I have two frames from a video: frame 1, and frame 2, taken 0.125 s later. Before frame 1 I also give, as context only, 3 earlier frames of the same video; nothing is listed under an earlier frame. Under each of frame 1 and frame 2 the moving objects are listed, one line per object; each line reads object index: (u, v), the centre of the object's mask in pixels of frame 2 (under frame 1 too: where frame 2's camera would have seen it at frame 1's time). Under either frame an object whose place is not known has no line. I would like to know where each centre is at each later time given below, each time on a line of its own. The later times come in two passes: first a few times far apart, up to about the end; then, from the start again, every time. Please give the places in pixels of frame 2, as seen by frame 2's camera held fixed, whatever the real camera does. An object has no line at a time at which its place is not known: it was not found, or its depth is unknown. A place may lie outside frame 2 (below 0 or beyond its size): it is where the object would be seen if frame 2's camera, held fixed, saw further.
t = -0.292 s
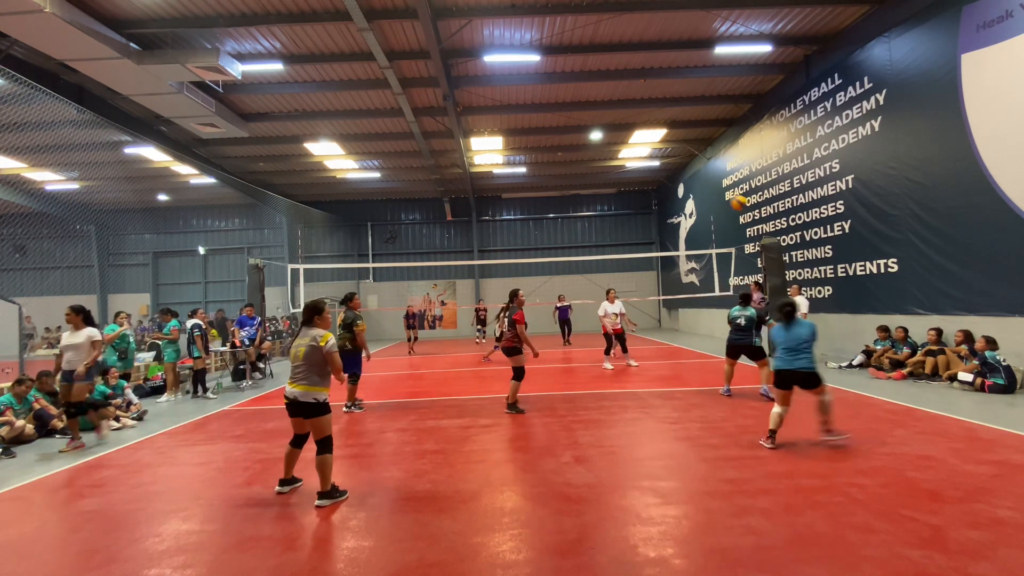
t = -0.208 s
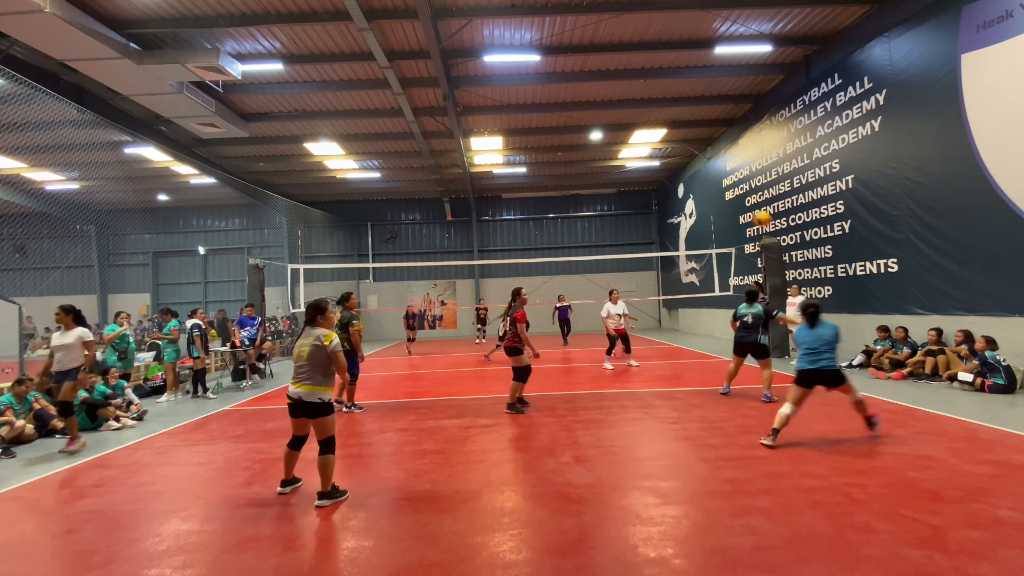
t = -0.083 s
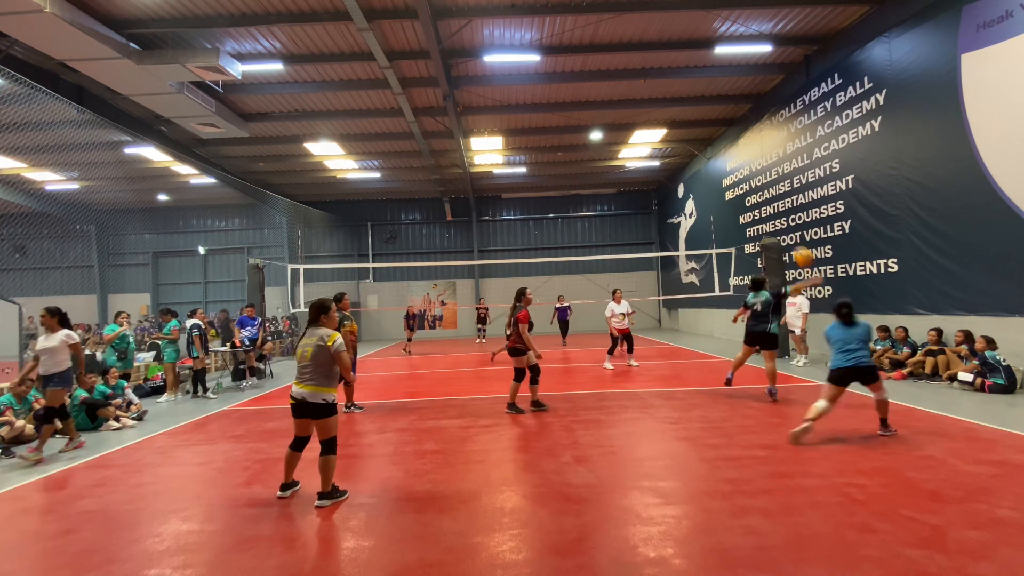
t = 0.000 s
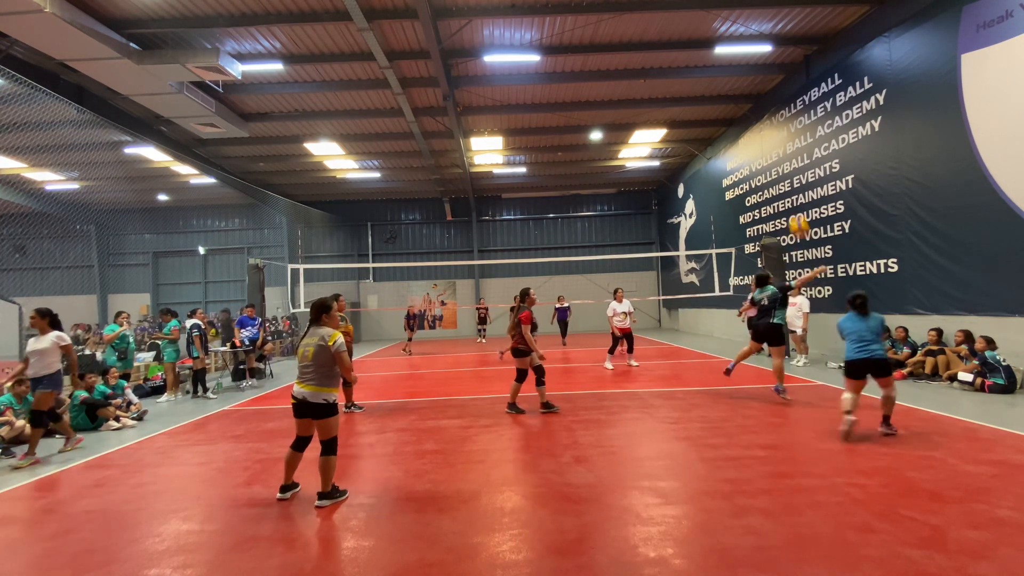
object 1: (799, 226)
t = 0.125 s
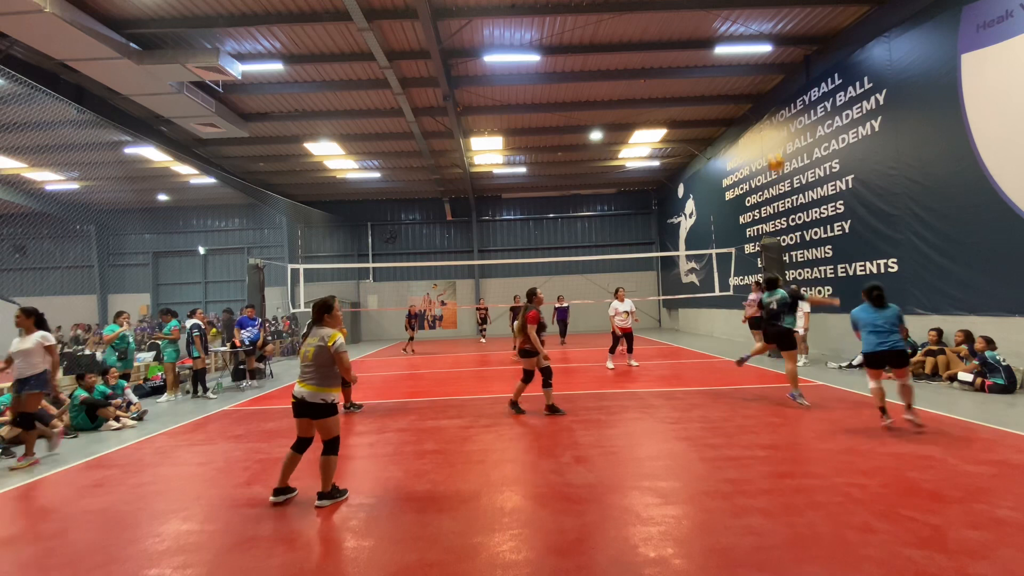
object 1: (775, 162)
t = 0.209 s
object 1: (760, 128)
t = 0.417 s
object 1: (727, 73)
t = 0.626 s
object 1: (700, 52)
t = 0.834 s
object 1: (676, 59)
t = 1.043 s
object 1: (656, 90)
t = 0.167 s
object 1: (768, 145)
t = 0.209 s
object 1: (760, 128)
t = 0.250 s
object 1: (753, 114)
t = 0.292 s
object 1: (746, 102)
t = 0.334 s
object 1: (740, 92)
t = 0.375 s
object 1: (733, 81)
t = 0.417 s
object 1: (727, 73)
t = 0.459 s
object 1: (721, 67)
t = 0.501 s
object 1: (716, 62)
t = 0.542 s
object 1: (709, 57)
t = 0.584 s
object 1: (705, 54)
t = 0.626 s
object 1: (700, 52)
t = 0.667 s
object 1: (695, 52)
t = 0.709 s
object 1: (690, 52)
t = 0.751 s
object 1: (686, 53)
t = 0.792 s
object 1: (681, 56)
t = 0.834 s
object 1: (676, 59)
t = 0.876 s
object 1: (672, 63)
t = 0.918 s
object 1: (668, 69)
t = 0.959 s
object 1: (664, 75)
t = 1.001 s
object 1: (660, 82)
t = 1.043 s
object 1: (656, 90)
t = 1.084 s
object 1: (653, 100)
